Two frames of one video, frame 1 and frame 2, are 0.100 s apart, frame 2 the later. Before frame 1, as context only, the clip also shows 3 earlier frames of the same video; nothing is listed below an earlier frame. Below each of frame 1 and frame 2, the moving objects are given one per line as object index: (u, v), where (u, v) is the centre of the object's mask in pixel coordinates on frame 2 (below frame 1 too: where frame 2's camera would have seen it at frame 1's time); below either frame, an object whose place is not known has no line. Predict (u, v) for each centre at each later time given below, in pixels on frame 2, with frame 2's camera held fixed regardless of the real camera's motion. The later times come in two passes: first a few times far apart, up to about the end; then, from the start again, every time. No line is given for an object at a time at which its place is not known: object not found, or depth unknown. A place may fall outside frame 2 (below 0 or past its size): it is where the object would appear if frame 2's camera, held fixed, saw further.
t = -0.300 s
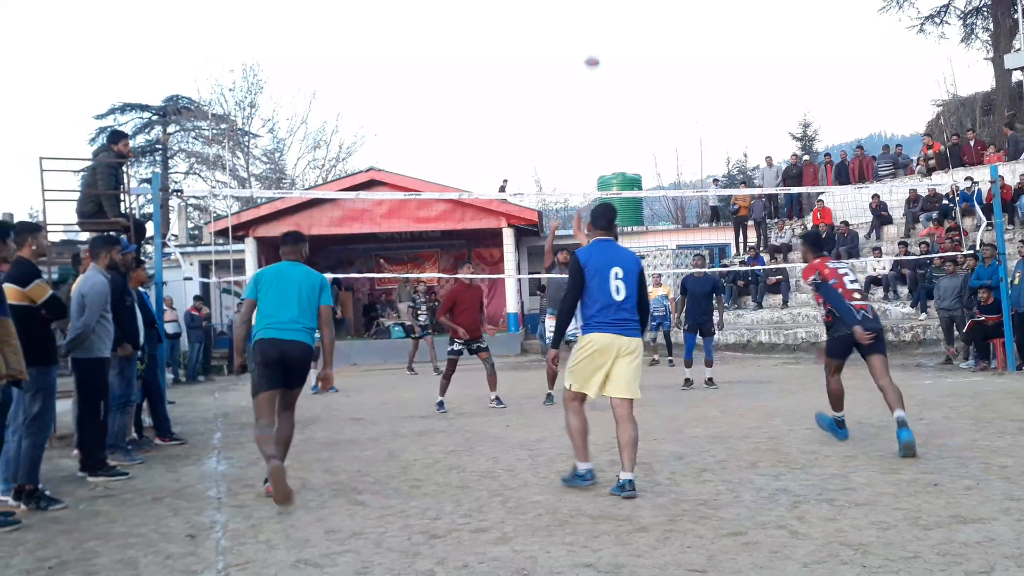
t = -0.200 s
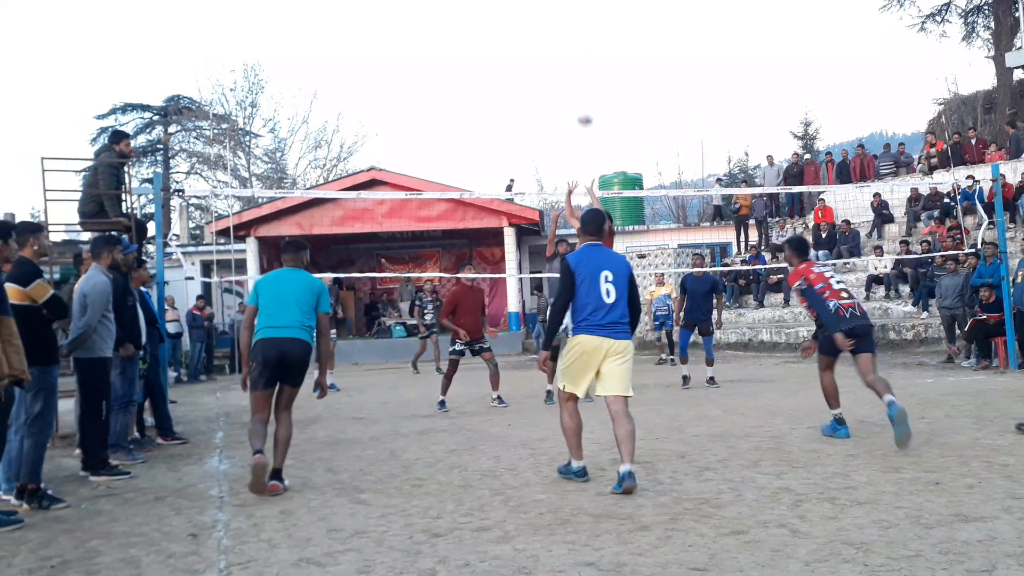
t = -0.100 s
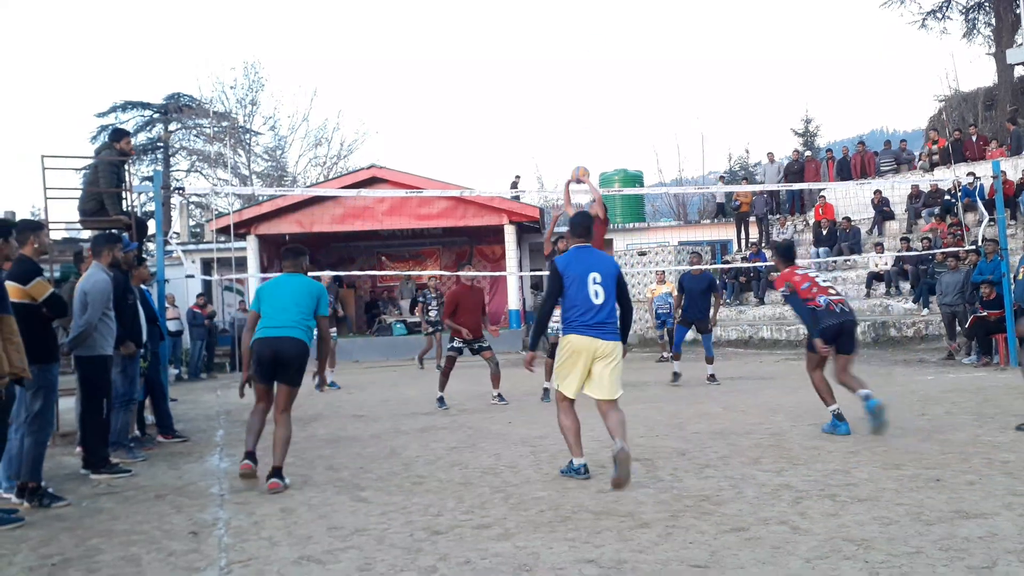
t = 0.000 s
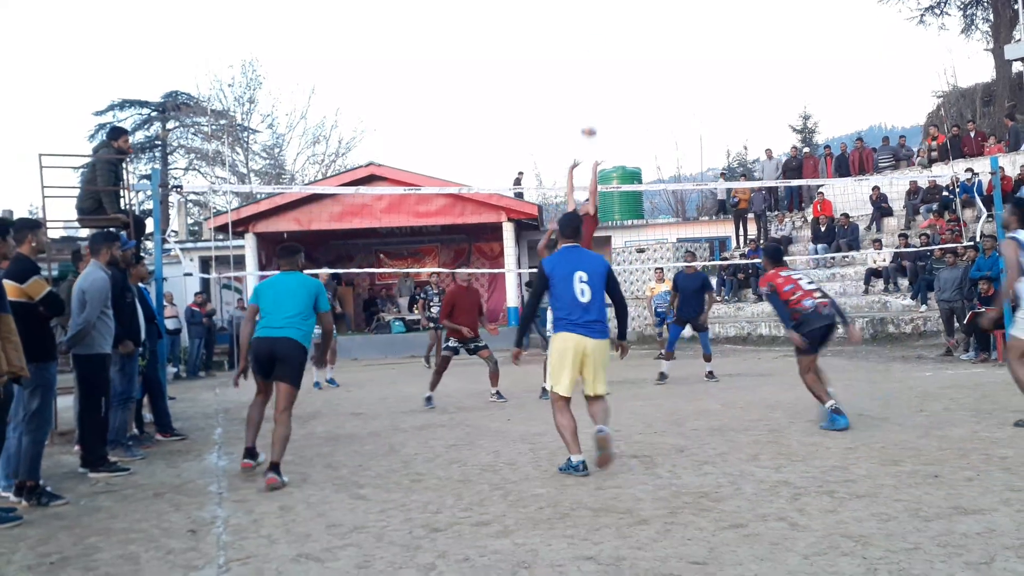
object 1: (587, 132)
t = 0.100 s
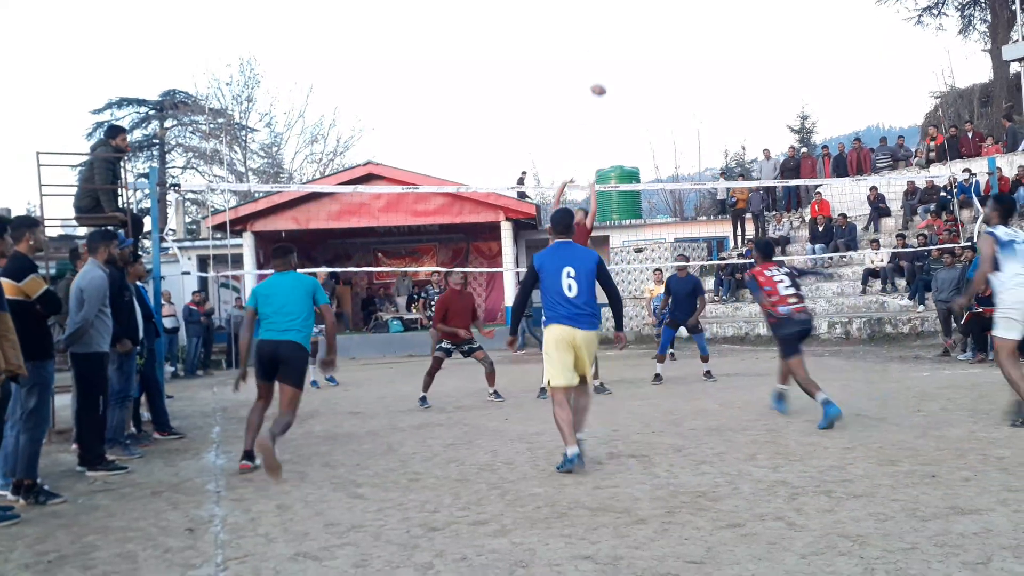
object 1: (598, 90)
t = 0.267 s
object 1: (618, 41)
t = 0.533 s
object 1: (651, 17)
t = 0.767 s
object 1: (681, 48)
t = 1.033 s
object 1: (717, 140)
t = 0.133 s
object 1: (602, 78)
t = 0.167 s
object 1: (606, 67)
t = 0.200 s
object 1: (610, 58)
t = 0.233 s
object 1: (614, 49)
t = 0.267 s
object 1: (618, 41)
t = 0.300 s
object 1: (622, 35)
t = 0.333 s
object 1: (626, 29)
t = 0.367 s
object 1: (630, 25)
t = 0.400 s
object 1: (634, 21)
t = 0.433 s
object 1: (638, 19)
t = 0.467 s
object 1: (642, 18)
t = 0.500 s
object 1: (647, 17)
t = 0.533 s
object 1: (651, 17)
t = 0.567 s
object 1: (655, 19)
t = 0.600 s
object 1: (659, 21)
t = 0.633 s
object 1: (664, 24)
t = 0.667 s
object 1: (668, 29)
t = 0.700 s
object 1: (672, 34)
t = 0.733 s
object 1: (677, 40)
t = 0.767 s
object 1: (681, 48)
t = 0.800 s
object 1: (686, 56)
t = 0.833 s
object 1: (690, 66)
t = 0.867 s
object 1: (695, 76)
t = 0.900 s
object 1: (699, 87)
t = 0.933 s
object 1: (704, 99)
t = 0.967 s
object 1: (708, 112)
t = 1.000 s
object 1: (712, 126)
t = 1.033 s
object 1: (717, 140)
